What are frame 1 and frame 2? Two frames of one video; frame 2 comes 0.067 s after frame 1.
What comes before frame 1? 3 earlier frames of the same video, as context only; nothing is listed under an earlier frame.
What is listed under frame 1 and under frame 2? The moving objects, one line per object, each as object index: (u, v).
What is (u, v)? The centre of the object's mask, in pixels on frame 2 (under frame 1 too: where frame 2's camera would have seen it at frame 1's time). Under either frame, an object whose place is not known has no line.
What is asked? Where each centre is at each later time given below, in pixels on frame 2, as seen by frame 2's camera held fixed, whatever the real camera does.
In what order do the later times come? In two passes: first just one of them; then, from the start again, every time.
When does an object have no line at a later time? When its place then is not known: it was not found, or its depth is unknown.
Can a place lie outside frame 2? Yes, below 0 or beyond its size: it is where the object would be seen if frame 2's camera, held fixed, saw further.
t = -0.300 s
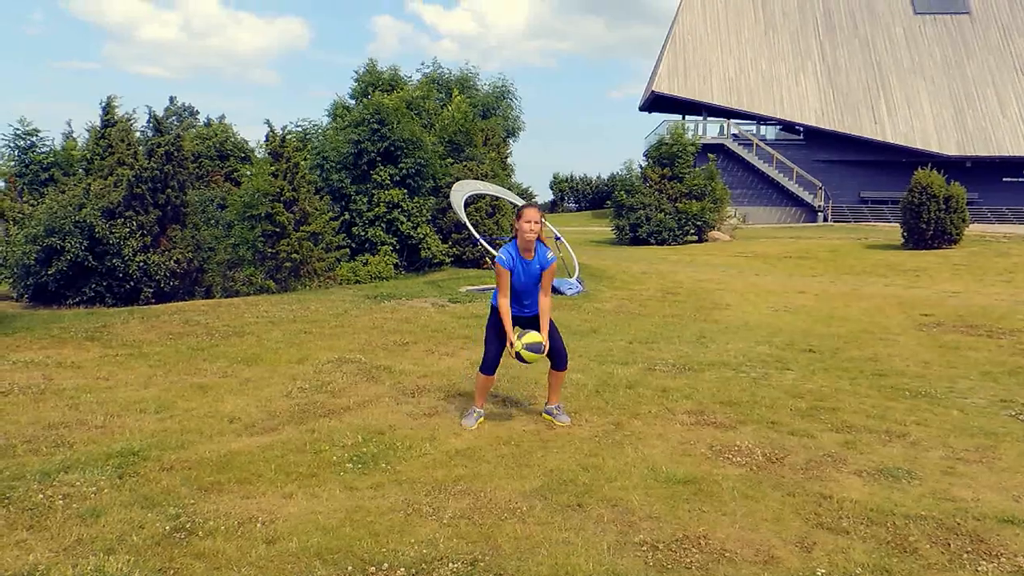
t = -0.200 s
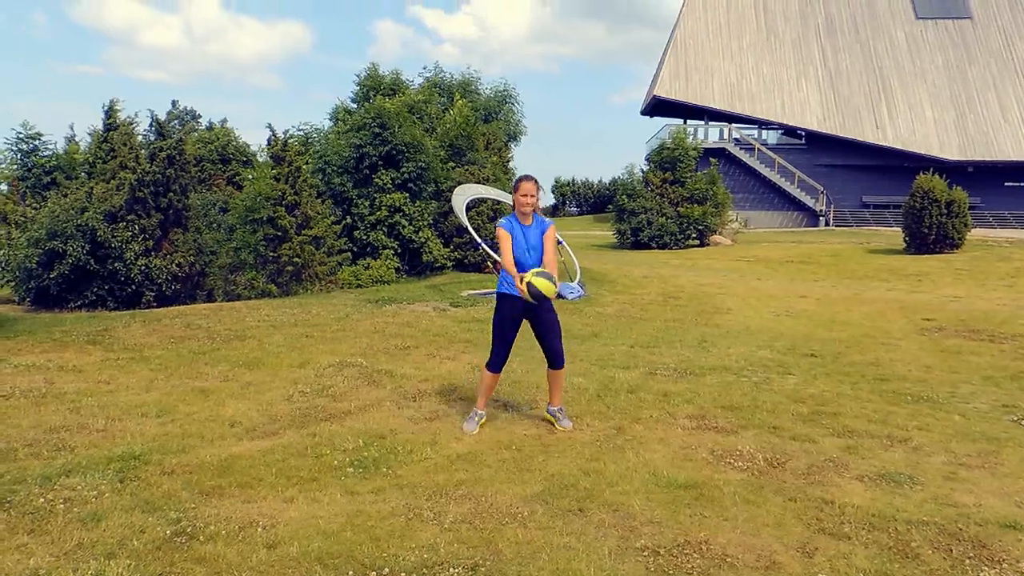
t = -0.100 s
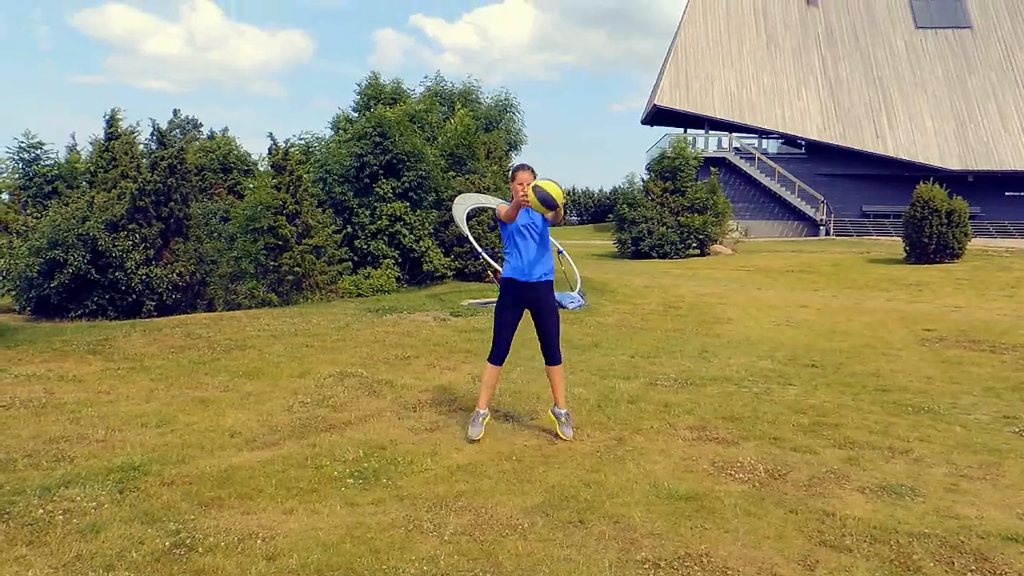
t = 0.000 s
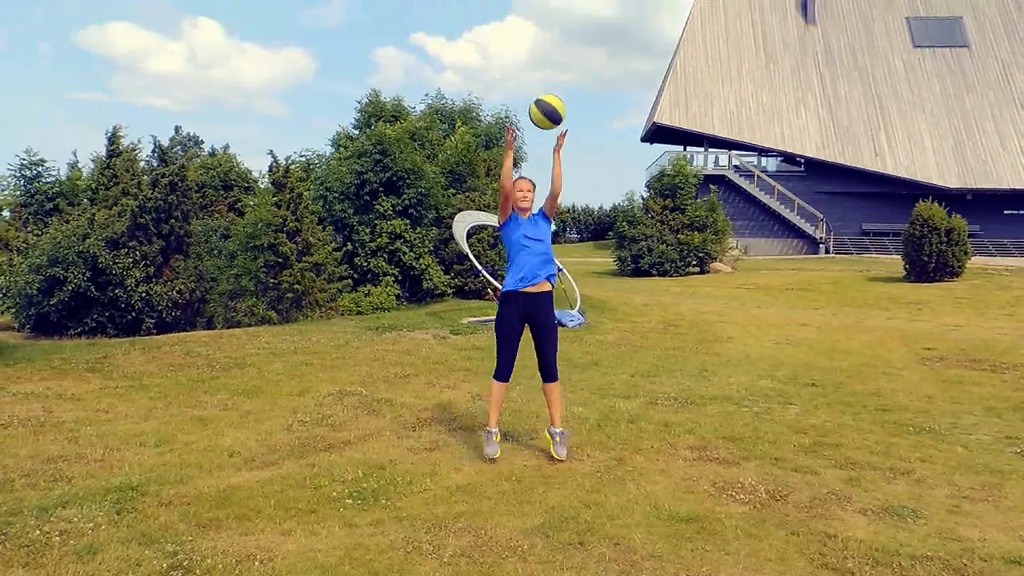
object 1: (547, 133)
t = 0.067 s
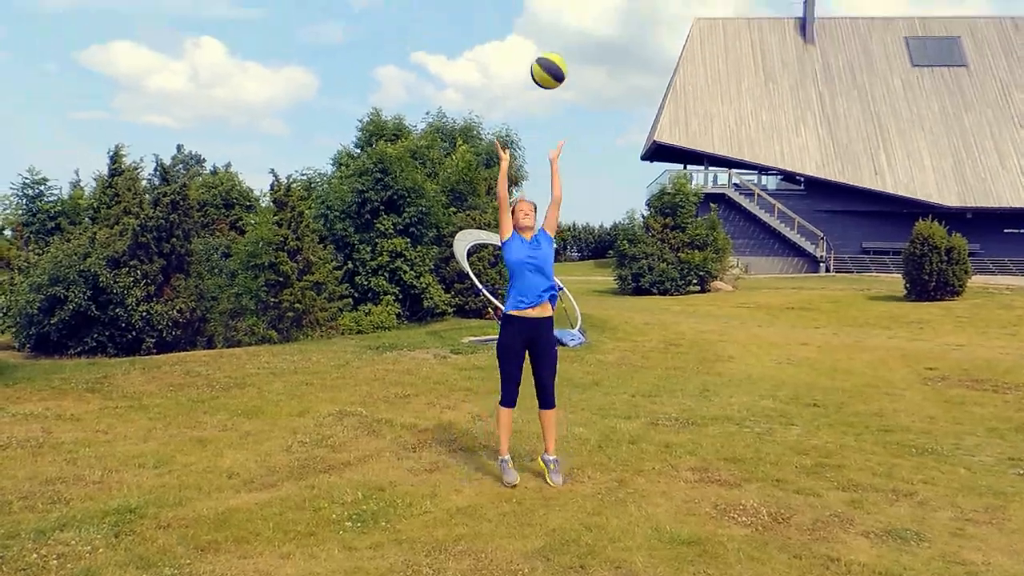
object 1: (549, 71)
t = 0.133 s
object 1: (550, 17)
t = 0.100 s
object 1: (550, 43)
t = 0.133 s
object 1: (550, 17)
